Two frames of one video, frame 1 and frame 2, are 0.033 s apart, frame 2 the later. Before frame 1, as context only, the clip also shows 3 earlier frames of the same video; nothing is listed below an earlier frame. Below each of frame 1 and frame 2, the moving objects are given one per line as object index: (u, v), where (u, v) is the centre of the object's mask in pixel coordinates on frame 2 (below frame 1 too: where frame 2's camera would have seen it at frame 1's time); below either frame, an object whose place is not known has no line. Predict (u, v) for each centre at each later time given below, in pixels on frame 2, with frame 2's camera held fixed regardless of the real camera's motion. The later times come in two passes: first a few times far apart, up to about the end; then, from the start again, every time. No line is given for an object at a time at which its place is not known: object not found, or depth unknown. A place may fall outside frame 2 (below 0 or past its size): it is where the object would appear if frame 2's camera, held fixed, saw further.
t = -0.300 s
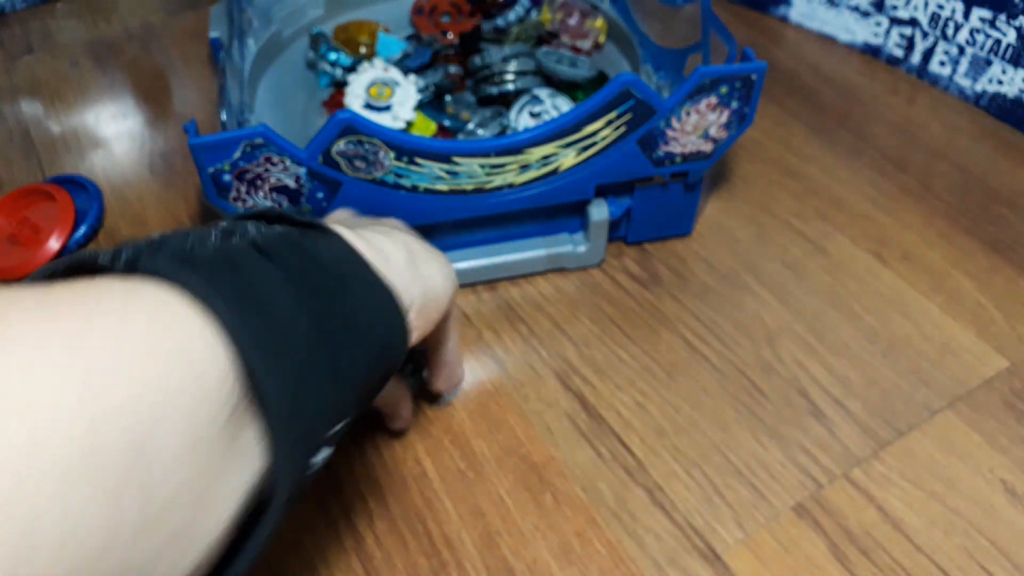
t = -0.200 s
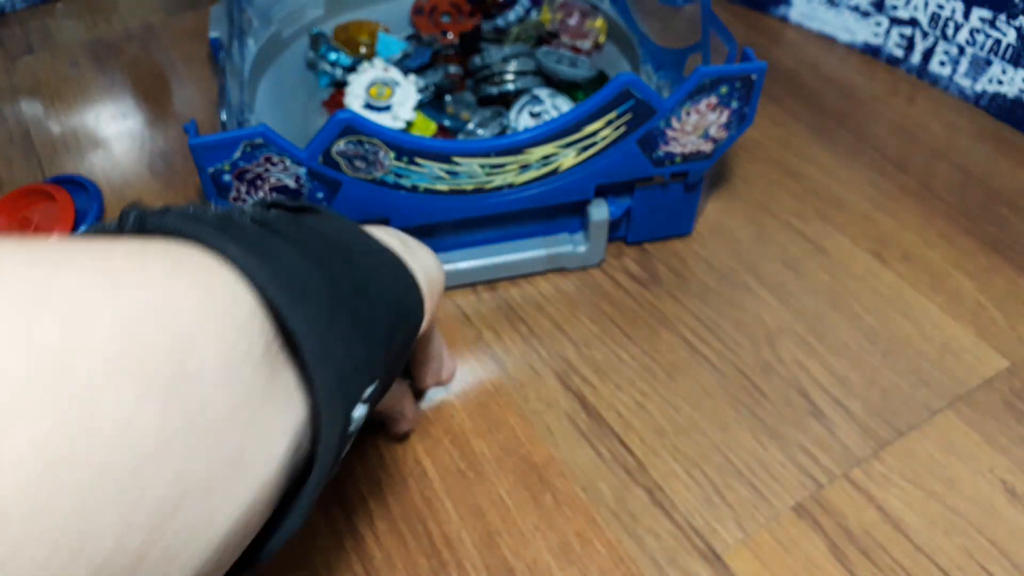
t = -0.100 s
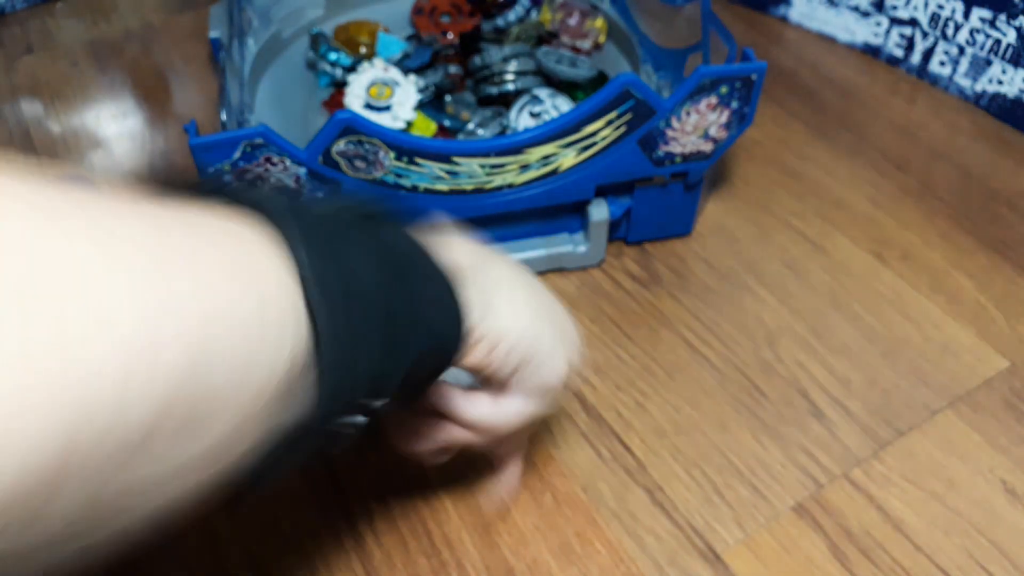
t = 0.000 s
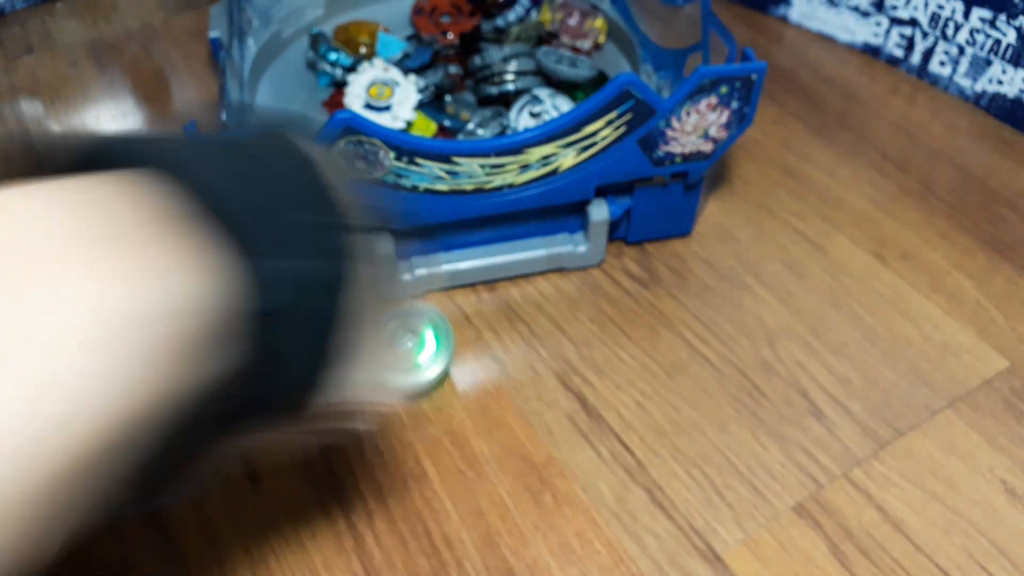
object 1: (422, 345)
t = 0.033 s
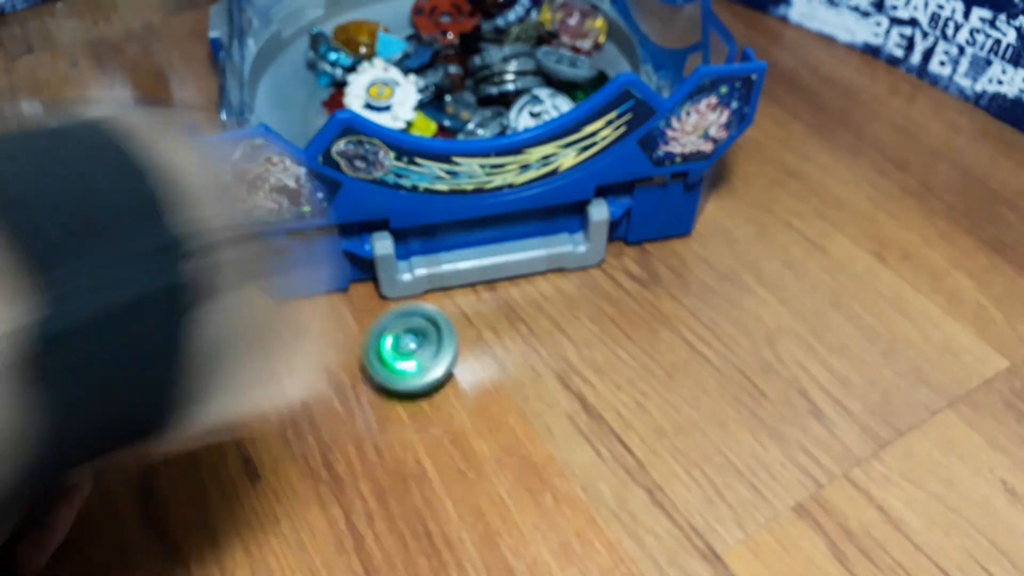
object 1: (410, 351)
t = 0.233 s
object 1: (424, 368)
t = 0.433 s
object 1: (413, 390)
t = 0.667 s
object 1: (385, 392)
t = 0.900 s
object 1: (374, 372)
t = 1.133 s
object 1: (392, 354)
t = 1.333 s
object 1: (414, 360)
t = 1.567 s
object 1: (418, 382)
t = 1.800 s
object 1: (394, 393)
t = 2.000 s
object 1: (377, 382)
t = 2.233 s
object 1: (385, 361)
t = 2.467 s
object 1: (407, 359)
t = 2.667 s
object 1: (417, 375)
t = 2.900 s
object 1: (400, 393)
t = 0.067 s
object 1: (414, 353)
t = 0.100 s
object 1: (416, 355)
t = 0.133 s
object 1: (420, 358)
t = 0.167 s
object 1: (422, 362)
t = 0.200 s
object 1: (423, 365)
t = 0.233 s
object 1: (424, 368)
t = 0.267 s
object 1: (424, 372)
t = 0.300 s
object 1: (424, 376)
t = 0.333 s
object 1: (422, 380)
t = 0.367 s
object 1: (420, 383)
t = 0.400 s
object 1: (417, 387)
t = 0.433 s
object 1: (413, 390)
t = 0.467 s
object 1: (410, 392)
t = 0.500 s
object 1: (406, 393)
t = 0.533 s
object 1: (401, 395)
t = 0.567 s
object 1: (397, 395)
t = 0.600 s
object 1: (392, 395)
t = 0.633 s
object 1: (388, 394)
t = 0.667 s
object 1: (385, 392)
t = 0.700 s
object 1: (381, 390)
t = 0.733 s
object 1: (378, 388)
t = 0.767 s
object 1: (376, 385)
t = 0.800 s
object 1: (374, 382)
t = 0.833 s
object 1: (374, 379)
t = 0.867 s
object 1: (373, 375)
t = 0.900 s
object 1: (374, 372)
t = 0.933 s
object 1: (375, 368)
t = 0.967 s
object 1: (376, 365)
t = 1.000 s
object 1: (379, 362)
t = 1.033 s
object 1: (382, 359)
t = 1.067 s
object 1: (386, 357)
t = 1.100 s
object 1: (388, 355)
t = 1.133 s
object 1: (392, 354)
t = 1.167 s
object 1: (396, 353)
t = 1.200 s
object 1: (400, 354)
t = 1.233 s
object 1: (404, 354)
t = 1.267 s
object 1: (407, 355)
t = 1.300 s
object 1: (411, 357)
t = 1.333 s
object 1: (414, 360)
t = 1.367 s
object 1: (416, 362)
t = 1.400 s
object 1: (419, 365)
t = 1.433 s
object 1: (420, 368)
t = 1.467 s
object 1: (421, 371)
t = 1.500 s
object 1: (420, 375)
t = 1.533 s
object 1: (419, 379)
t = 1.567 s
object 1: (418, 382)
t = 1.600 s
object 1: (415, 385)
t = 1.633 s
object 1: (412, 388)
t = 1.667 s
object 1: (409, 390)
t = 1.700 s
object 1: (406, 392)
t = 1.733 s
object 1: (402, 393)
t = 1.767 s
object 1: (397, 394)
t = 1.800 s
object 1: (394, 393)
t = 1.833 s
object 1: (390, 393)
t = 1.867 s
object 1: (386, 391)
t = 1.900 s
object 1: (383, 390)
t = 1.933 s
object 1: (380, 387)
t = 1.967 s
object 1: (378, 385)
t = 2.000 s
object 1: (377, 382)
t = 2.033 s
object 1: (376, 379)
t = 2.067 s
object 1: (376, 375)
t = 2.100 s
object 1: (377, 372)
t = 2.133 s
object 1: (377, 369)
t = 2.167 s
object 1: (379, 366)
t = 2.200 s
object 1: (381, 364)
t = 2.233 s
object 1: (385, 361)
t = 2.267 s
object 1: (387, 360)
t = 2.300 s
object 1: (390, 358)
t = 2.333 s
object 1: (394, 357)
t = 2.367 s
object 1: (397, 357)
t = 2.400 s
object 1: (401, 356)
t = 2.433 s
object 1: (404, 357)
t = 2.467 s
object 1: (407, 359)
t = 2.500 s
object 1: (410, 361)
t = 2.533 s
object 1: (412, 364)
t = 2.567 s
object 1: (414, 366)
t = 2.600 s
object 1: (416, 369)
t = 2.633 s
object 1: (416, 372)
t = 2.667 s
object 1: (417, 375)
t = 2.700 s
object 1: (416, 378)
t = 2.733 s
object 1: (415, 382)
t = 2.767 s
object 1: (413, 385)
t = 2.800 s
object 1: (410, 387)
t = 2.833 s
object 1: (407, 389)
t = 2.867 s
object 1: (404, 391)
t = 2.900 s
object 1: (400, 393)
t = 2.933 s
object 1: (396, 393)
